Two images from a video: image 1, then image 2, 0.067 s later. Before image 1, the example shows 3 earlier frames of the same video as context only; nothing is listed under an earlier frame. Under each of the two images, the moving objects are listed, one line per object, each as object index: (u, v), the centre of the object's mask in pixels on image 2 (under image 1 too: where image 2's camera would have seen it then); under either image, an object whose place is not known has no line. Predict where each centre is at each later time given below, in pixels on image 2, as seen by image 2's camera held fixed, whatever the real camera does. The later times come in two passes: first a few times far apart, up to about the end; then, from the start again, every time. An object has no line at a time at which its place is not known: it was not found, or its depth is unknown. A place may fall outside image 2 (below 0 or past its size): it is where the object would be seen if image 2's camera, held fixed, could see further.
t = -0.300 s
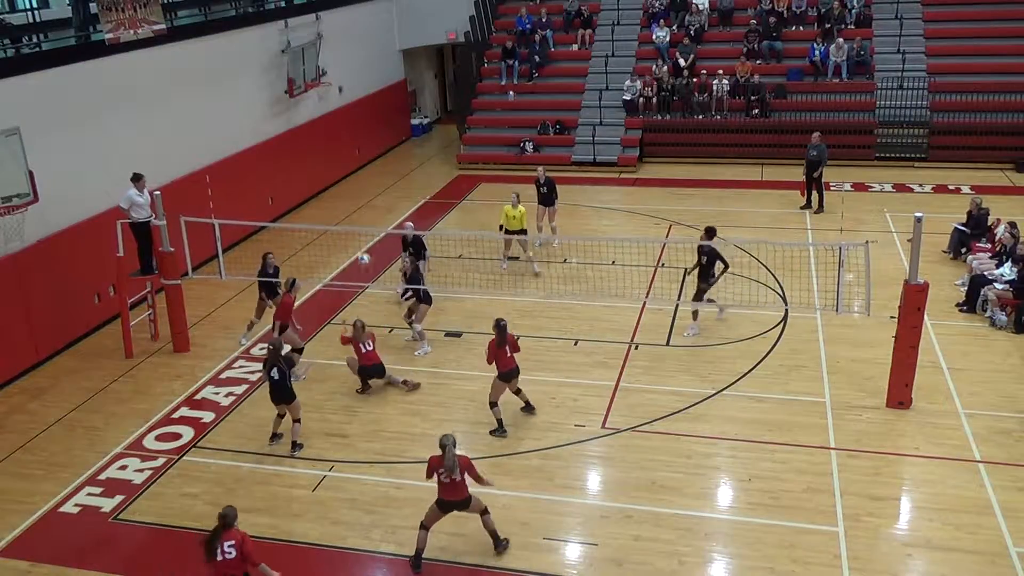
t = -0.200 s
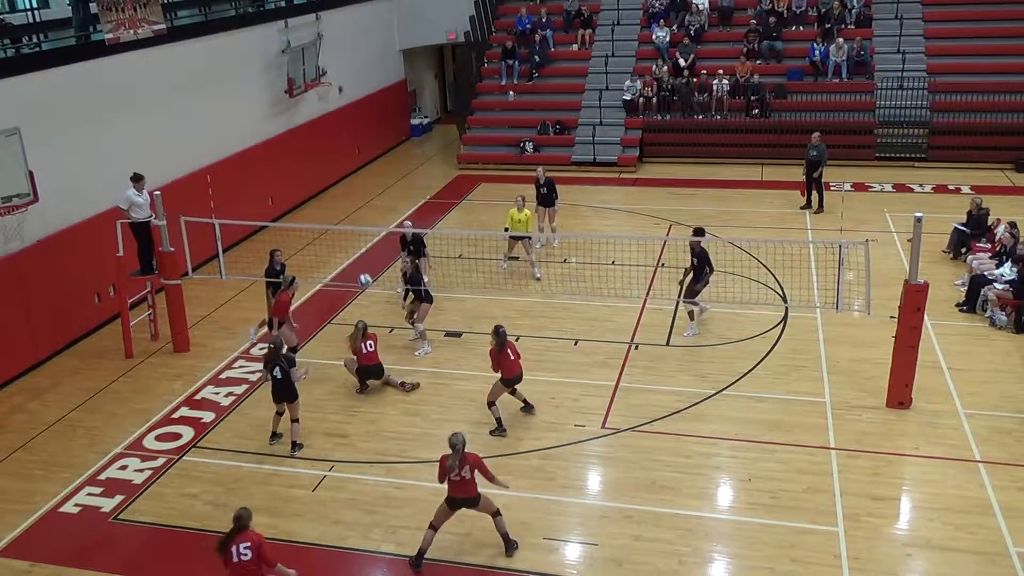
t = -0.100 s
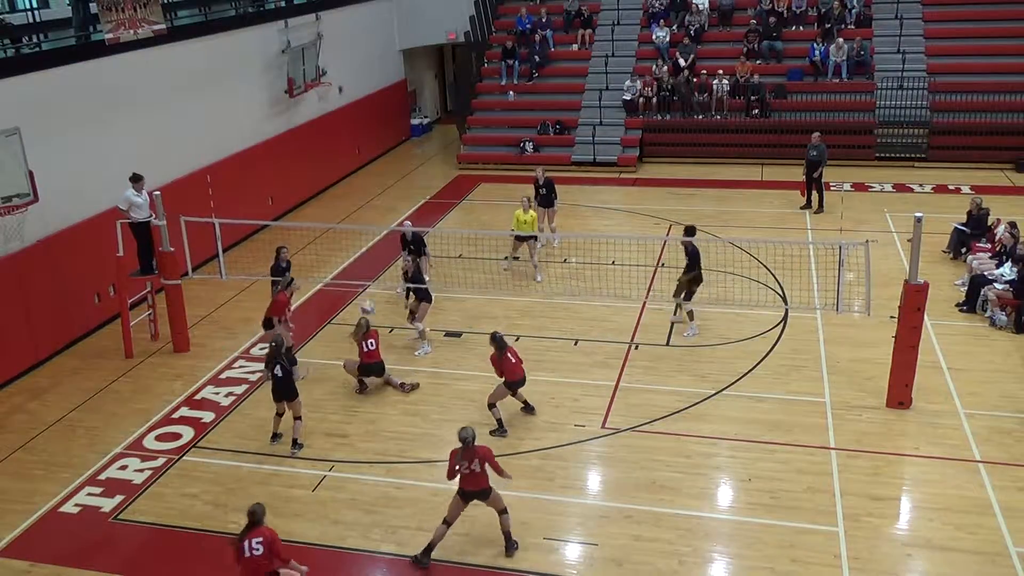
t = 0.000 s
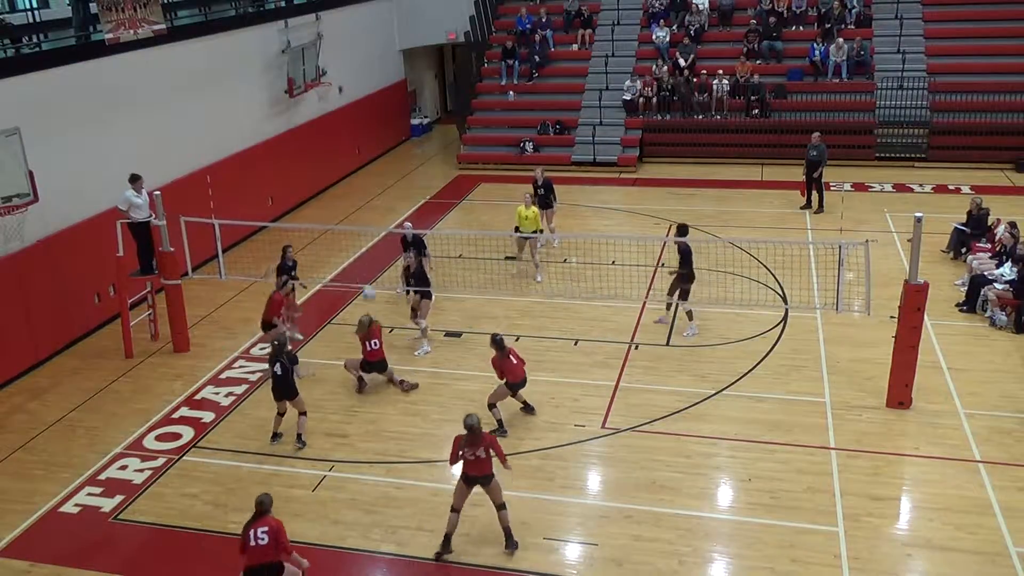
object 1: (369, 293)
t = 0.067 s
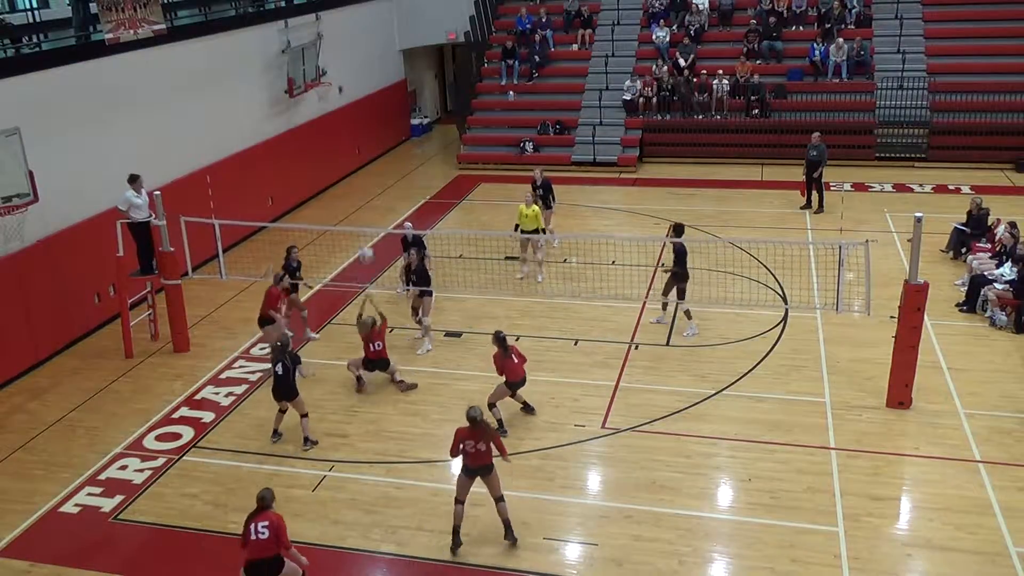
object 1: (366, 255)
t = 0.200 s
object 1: (363, 185)
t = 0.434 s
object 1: (360, 93)
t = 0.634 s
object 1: (360, 44)
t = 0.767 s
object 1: (363, 28)
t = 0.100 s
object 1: (366, 236)
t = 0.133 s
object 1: (365, 218)
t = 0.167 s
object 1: (364, 201)
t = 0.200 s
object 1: (363, 185)
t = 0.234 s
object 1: (362, 168)
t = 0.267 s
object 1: (362, 156)
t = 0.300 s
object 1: (361, 142)
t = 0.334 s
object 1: (361, 129)
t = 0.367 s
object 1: (361, 116)
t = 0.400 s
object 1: (360, 104)
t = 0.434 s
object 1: (360, 93)
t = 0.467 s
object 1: (360, 82)
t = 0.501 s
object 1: (359, 73)
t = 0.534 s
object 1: (359, 63)
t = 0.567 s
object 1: (360, 57)
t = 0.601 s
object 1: (359, 50)
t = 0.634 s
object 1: (360, 44)
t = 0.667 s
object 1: (361, 39)
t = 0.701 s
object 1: (361, 35)
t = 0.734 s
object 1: (362, 31)
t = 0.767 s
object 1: (363, 28)
